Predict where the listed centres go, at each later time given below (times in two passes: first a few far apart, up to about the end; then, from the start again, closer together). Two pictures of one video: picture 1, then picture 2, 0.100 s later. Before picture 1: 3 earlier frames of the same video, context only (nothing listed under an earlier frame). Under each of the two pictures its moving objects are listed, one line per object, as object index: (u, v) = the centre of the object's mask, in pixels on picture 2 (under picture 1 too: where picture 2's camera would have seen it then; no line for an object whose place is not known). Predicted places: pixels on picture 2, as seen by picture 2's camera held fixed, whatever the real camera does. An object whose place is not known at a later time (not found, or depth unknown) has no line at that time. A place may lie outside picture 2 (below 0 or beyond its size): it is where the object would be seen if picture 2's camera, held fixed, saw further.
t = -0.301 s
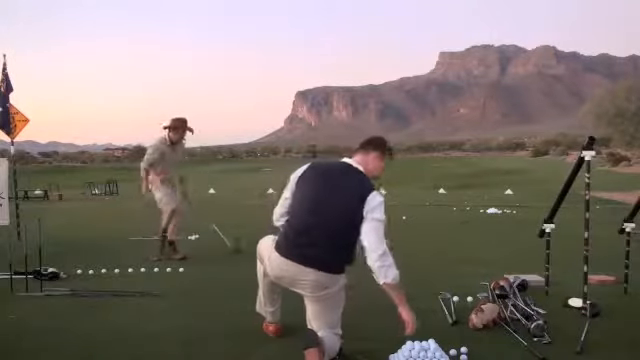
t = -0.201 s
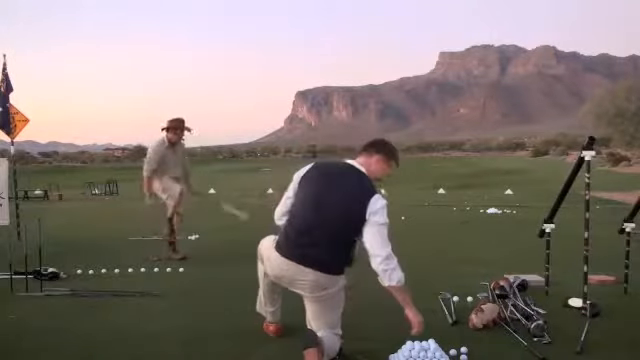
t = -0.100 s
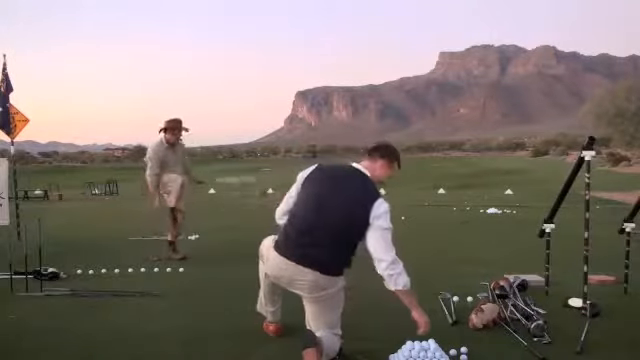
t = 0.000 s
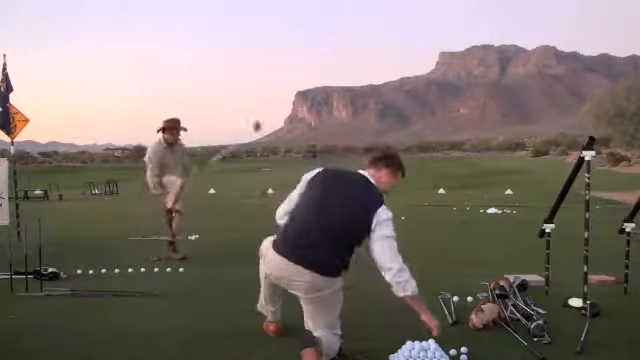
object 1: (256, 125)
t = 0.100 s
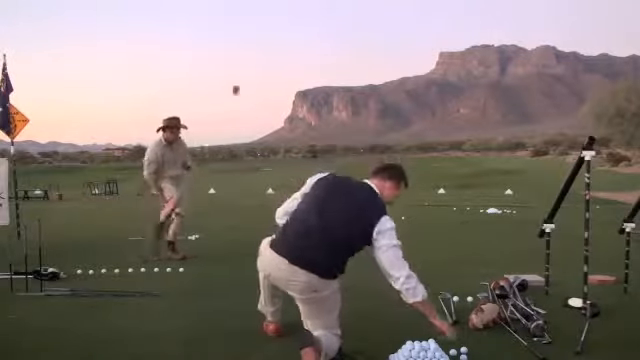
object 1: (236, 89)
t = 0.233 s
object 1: (201, 67)
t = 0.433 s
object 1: (164, 71)
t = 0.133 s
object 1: (227, 80)
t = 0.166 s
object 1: (218, 73)
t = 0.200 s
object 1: (209, 69)
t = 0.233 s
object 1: (201, 67)
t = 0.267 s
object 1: (192, 63)
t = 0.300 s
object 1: (184, 62)
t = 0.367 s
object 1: (172, 63)
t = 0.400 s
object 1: (167, 66)
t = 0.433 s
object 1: (164, 71)
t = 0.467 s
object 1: (163, 76)
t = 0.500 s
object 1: (160, 83)
